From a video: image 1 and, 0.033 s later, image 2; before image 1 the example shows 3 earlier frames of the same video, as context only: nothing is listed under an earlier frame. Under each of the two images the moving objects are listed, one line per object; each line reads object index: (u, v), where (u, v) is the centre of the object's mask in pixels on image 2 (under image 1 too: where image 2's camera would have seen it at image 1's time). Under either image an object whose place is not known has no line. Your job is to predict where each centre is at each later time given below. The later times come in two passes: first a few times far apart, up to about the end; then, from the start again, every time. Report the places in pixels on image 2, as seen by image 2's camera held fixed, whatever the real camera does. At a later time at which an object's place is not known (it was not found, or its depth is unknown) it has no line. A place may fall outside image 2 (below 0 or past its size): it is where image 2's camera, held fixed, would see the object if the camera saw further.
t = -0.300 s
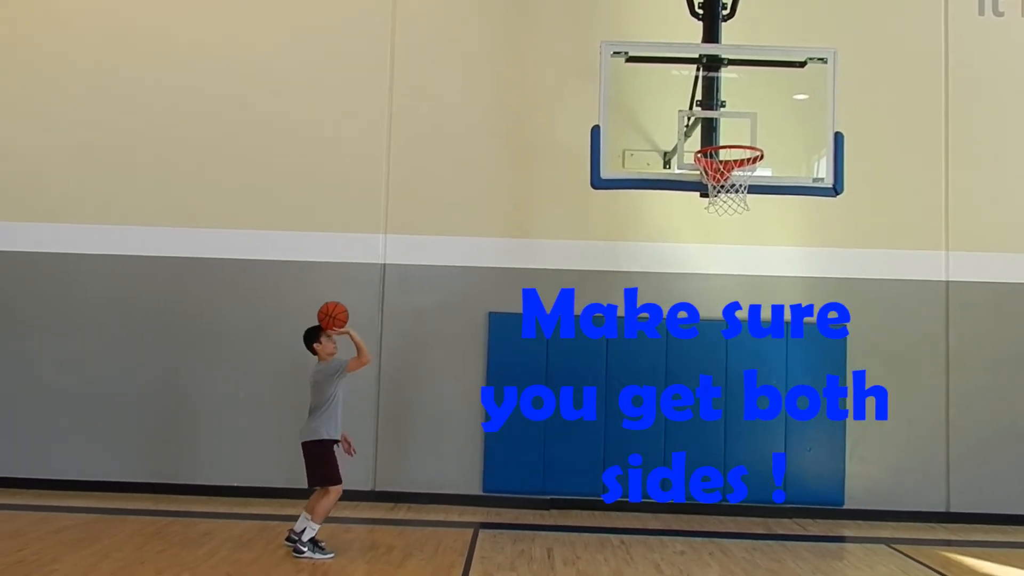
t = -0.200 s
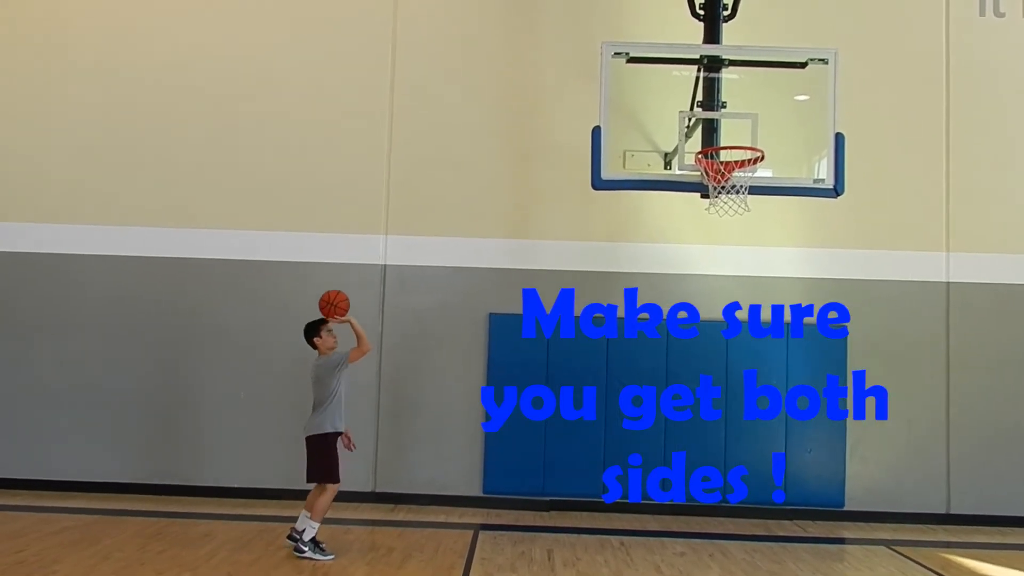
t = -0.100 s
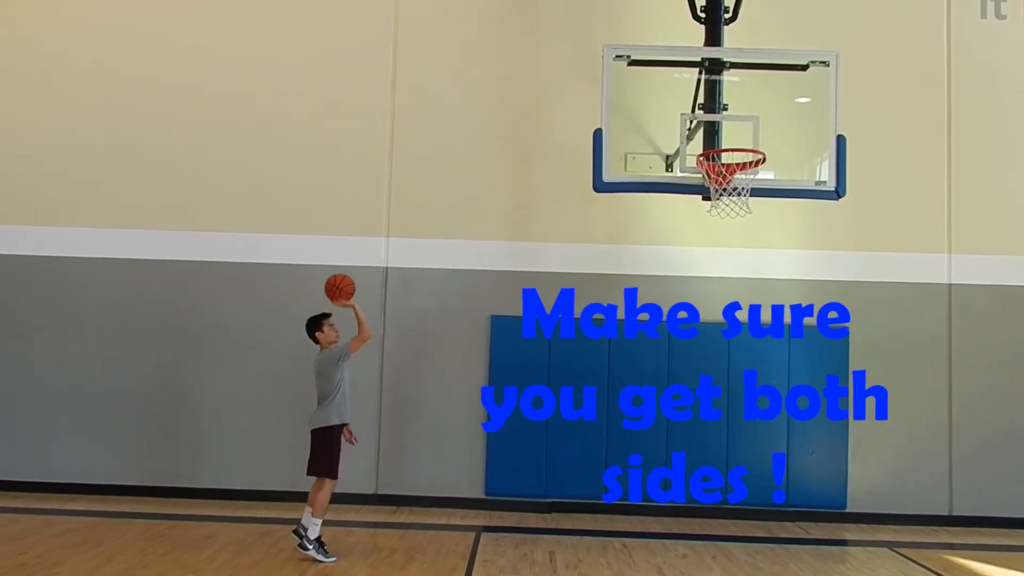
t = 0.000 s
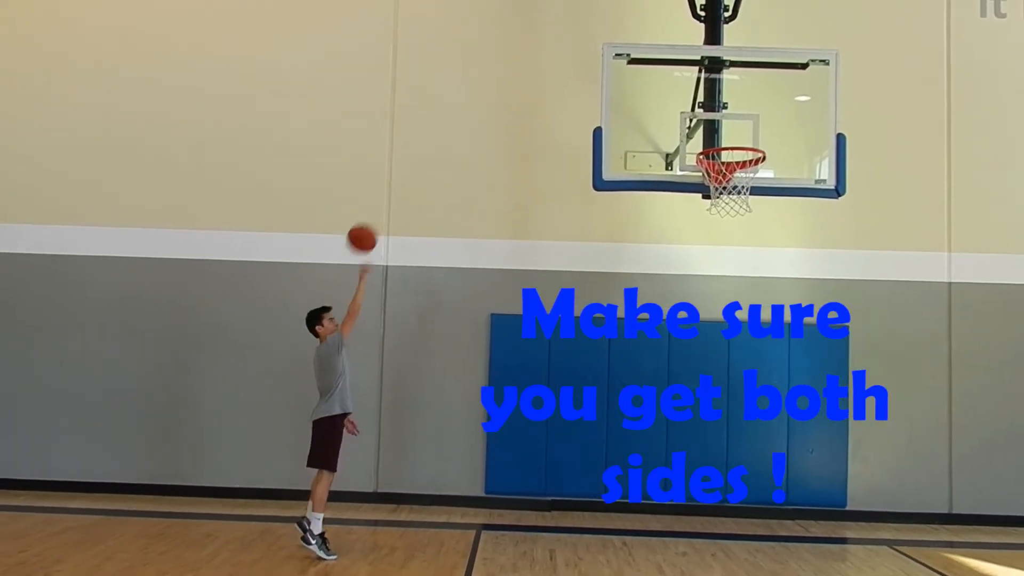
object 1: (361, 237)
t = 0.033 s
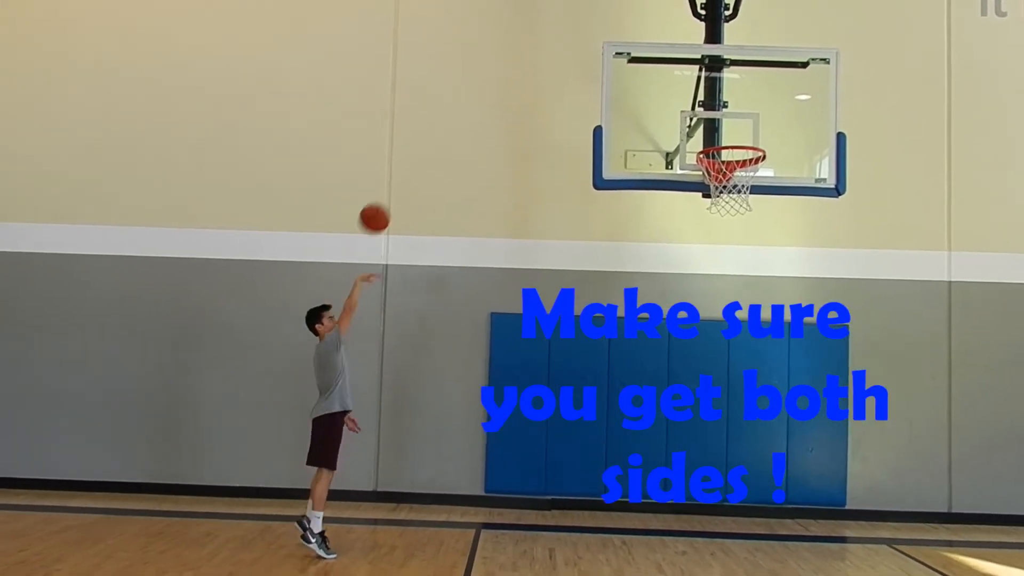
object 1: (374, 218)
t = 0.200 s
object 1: (435, 141)
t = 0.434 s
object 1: (518, 90)
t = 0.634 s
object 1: (587, 98)
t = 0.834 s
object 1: (529, 155)
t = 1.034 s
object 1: (468, 264)
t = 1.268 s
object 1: (394, 462)
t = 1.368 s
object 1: (365, 536)
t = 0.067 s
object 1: (386, 200)
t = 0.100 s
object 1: (399, 184)
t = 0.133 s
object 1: (410, 168)
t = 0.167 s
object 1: (423, 154)
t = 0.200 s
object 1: (435, 141)
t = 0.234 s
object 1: (446, 130)
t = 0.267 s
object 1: (459, 120)
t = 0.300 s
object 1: (471, 111)
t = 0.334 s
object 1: (482, 104)
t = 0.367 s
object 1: (494, 98)
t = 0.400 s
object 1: (506, 93)
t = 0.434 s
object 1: (518, 90)
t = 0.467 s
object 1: (529, 88)
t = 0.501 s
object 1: (541, 87)
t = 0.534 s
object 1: (553, 88)
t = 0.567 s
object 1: (564, 89)
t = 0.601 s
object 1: (576, 93)
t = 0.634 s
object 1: (587, 98)
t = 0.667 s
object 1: (579, 104)
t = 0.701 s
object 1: (569, 111)
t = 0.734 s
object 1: (559, 120)
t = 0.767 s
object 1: (549, 130)
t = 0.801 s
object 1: (539, 142)
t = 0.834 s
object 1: (529, 155)
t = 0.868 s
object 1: (519, 170)
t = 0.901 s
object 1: (509, 185)
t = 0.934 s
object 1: (499, 203)
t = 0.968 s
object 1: (489, 221)
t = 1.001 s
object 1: (479, 241)
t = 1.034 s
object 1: (468, 264)
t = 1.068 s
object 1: (458, 287)
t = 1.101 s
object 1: (447, 312)
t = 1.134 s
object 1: (437, 339)
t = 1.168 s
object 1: (426, 367)
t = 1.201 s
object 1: (416, 396)
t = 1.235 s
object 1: (405, 429)
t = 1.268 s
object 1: (394, 462)
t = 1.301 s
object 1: (384, 498)
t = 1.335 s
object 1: (372, 537)
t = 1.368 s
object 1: (365, 536)
